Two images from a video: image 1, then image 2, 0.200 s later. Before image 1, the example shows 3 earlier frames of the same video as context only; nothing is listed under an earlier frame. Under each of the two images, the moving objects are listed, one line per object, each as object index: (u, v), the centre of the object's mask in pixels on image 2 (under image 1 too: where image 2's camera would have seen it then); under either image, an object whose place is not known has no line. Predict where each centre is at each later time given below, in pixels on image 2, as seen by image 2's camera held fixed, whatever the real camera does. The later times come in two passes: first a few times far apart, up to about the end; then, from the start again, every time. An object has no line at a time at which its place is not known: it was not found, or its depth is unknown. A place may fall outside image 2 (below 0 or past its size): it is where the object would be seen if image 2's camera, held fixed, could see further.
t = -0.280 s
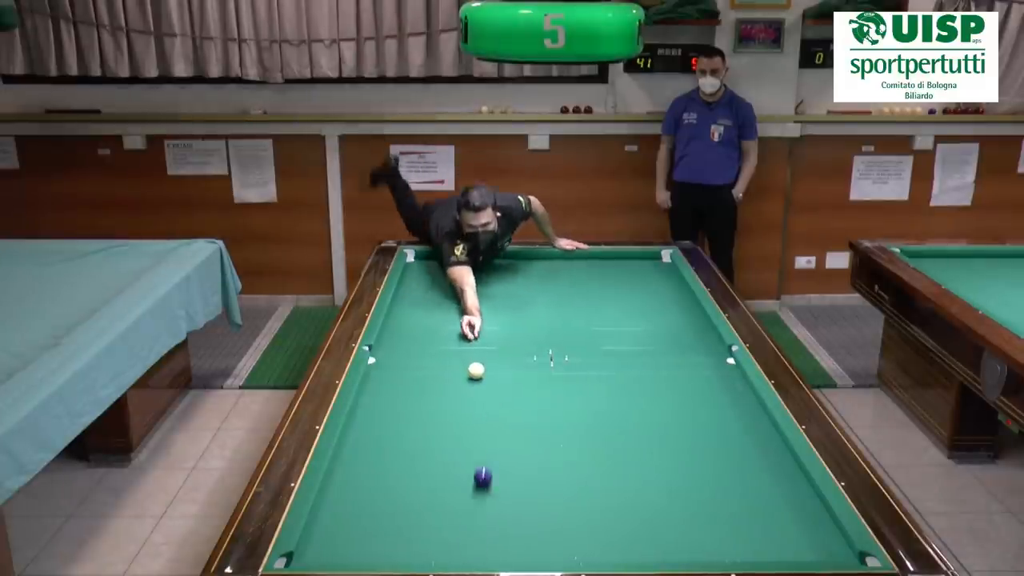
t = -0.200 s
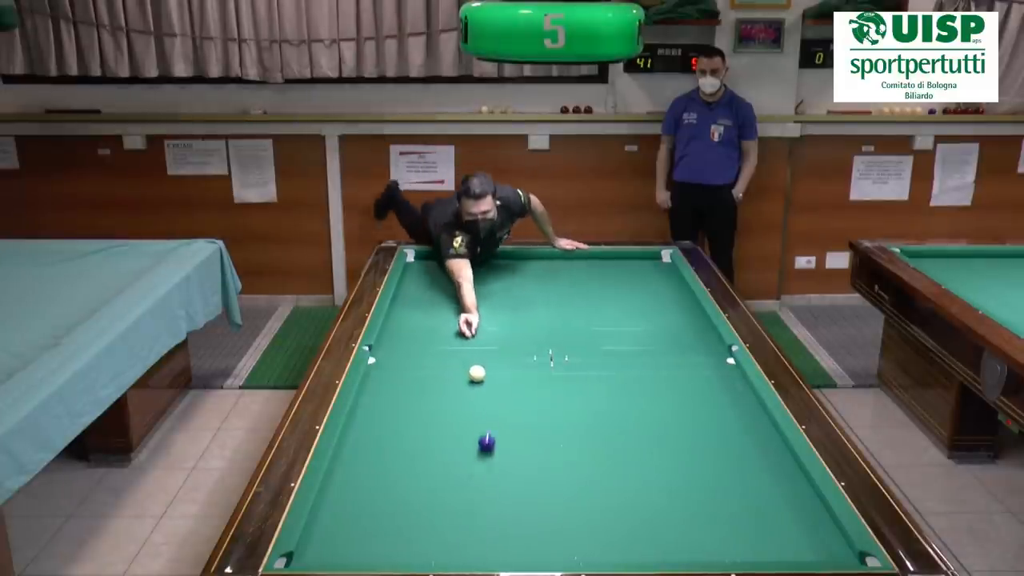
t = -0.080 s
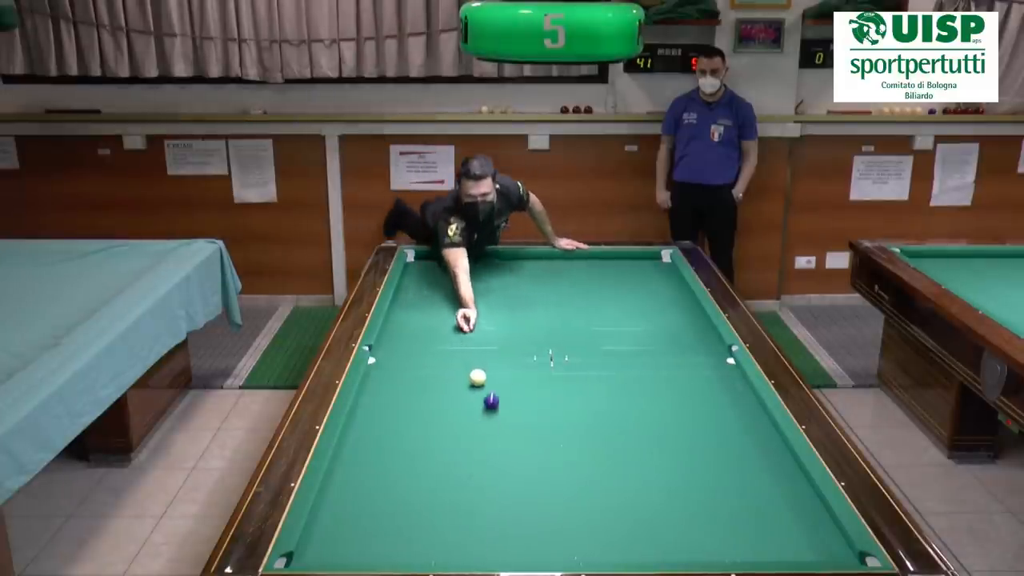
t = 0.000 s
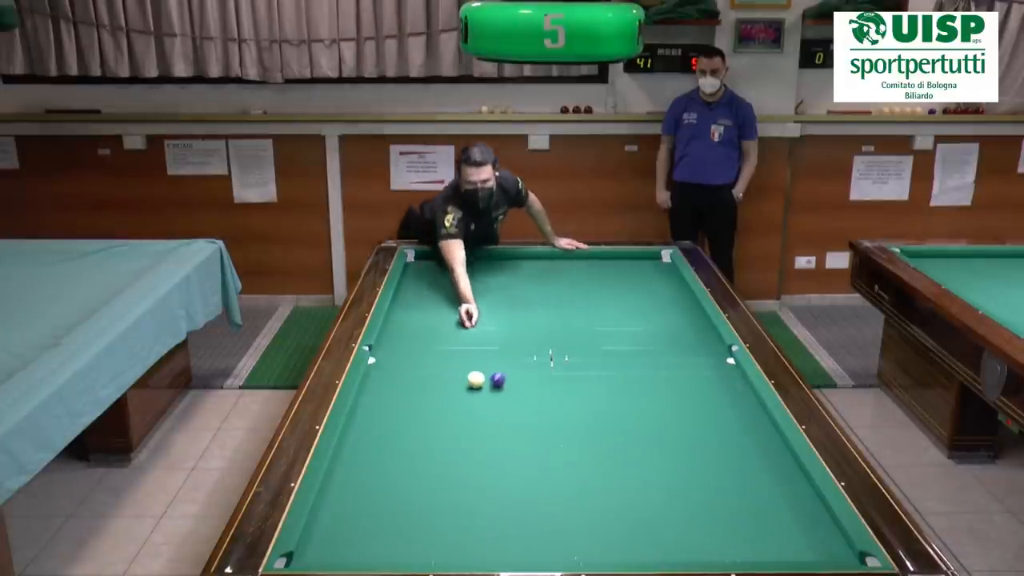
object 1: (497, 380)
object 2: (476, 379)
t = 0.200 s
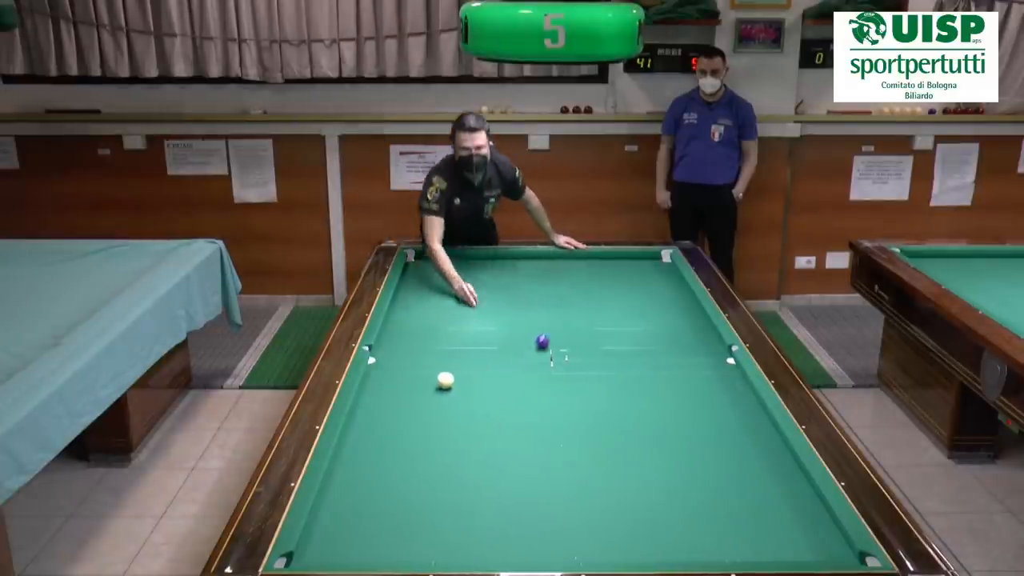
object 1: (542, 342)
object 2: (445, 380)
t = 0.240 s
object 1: (549, 335)
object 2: (440, 380)
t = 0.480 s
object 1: (584, 299)
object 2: (408, 382)
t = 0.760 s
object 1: (617, 266)
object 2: (372, 384)
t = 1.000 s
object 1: (645, 268)
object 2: (384, 383)
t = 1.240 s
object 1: (679, 286)
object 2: (400, 382)
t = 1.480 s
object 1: (677, 301)
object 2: (415, 382)
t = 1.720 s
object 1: (672, 318)
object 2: (429, 381)
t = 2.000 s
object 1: (666, 340)
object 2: (446, 380)
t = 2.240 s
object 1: (660, 361)
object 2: (459, 380)
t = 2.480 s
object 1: (653, 385)
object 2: (471, 379)
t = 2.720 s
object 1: (645, 411)
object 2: (483, 378)
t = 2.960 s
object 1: (636, 441)
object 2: (493, 378)
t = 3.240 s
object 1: (623, 480)
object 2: (505, 378)
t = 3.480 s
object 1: (611, 519)
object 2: (514, 377)
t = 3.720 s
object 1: (596, 557)
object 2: (523, 377)
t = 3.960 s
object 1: (560, 534)
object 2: (531, 376)
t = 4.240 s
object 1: (524, 503)
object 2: (539, 375)
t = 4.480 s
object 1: (497, 480)
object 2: (546, 375)
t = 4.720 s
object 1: (473, 460)
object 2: (551, 374)
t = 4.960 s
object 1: (451, 441)
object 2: (556, 374)
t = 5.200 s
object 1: (432, 424)
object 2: (560, 374)
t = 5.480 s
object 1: (411, 406)
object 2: (565, 373)
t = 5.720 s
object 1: (396, 392)
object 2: (568, 373)
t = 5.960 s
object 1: (381, 379)
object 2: (570, 373)
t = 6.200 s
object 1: (376, 368)
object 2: (571, 373)
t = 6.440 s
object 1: (387, 358)
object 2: (572, 373)
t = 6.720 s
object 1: (398, 349)
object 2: (572, 373)
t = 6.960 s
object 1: (408, 341)
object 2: (572, 373)
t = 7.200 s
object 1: (416, 334)
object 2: (572, 373)
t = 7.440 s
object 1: (424, 327)
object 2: (573, 373)
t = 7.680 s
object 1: (431, 321)
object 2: (572, 373)
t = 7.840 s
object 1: (436, 317)
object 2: (572, 373)
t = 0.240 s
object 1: (549, 335)
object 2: (440, 380)
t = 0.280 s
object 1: (555, 328)
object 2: (435, 381)
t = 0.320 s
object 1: (562, 322)
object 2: (429, 381)
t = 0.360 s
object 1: (568, 316)
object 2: (424, 381)
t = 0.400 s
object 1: (574, 310)
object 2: (419, 381)
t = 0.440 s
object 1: (579, 304)
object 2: (413, 382)
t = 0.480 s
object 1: (584, 299)
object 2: (408, 382)
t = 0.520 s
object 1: (590, 294)
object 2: (403, 382)
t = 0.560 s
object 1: (595, 288)
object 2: (398, 382)
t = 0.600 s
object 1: (599, 283)
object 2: (392, 383)
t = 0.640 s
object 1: (603, 279)
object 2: (387, 383)
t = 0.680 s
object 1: (608, 275)
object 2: (382, 383)
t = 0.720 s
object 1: (612, 270)
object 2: (377, 383)
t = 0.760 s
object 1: (617, 266)
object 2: (372, 384)
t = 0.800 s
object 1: (620, 261)
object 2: (368, 384)
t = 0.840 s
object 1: (624, 258)
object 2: (372, 384)
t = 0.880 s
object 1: (629, 258)
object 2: (375, 384)
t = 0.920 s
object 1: (634, 261)
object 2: (378, 383)
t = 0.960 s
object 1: (640, 264)
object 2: (381, 383)
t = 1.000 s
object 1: (645, 268)
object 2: (384, 383)
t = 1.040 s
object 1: (651, 271)
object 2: (386, 383)
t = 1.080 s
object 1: (656, 274)
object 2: (389, 383)
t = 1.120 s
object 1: (662, 277)
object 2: (392, 383)
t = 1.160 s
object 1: (667, 280)
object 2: (394, 382)
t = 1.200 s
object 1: (673, 282)
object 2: (397, 382)
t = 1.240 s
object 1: (679, 286)
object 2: (400, 382)
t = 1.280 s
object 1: (683, 289)
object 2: (402, 382)
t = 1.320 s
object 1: (682, 291)
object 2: (405, 382)
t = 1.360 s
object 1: (680, 293)
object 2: (407, 382)
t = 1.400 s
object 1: (679, 296)
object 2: (410, 382)
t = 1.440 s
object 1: (678, 298)
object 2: (412, 382)
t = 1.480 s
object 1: (677, 301)
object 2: (415, 382)
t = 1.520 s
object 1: (676, 304)
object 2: (417, 381)
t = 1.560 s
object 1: (676, 306)
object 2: (420, 381)
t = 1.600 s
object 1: (675, 309)
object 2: (422, 381)
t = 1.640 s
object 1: (674, 312)
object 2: (425, 381)
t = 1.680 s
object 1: (673, 315)
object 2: (427, 381)
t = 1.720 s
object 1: (672, 318)
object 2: (429, 381)
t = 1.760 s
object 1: (671, 321)
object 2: (432, 381)
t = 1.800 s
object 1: (670, 324)
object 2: (434, 381)
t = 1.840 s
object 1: (670, 327)
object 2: (436, 381)
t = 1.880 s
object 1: (668, 330)
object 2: (439, 381)
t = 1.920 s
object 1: (668, 334)
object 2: (441, 381)
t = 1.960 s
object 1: (666, 337)
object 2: (443, 380)
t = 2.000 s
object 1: (666, 340)
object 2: (446, 380)
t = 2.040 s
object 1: (665, 343)
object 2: (448, 380)
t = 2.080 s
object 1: (664, 347)
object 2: (450, 380)
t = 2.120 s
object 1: (663, 350)
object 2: (452, 380)
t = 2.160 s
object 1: (661, 354)
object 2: (454, 380)
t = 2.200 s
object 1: (660, 358)
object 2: (457, 380)
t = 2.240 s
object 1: (660, 361)
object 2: (459, 380)
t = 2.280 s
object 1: (658, 365)
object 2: (461, 380)
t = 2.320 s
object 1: (657, 369)
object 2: (463, 379)
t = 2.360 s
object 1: (656, 373)
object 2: (465, 379)
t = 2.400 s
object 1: (655, 377)
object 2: (467, 379)
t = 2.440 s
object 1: (654, 381)
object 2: (469, 379)
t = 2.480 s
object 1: (653, 385)
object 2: (471, 379)
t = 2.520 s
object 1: (651, 389)
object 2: (473, 379)
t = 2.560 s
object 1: (650, 393)
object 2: (475, 379)
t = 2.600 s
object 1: (649, 398)
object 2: (477, 379)
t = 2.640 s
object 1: (647, 402)
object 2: (479, 379)
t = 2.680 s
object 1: (646, 407)
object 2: (481, 379)
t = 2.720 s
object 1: (645, 411)
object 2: (483, 378)
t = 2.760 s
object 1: (643, 416)
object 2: (484, 378)
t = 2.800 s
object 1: (642, 421)
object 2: (486, 378)
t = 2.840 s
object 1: (640, 426)
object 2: (488, 378)
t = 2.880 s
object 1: (639, 431)
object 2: (490, 378)
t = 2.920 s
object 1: (637, 436)
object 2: (492, 378)
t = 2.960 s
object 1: (636, 441)
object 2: (493, 378)
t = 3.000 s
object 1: (634, 446)
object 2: (495, 378)
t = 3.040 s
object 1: (632, 452)
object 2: (497, 378)
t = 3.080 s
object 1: (630, 457)
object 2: (499, 378)
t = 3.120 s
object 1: (628, 463)
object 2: (500, 378)
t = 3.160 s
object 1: (627, 468)
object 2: (502, 378)
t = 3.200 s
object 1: (625, 475)
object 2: (504, 378)
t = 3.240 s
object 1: (623, 480)
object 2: (505, 378)
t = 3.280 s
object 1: (621, 487)
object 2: (507, 377)
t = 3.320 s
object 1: (619, 493)
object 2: (508, 377)
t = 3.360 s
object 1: (617, 500)
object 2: (510, 377)
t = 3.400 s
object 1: (615, 506)
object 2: (512, 377)
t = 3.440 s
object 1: (613, 512)
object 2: (513, 377)
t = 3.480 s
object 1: (611, 519)
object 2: (514, 377)
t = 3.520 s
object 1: (608, 526)
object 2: (516, 377)
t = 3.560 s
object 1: (606, 533)
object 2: (517, 377)
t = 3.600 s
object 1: (603, 541)
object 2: (519, 377)
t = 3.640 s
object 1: (601, 548)
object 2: (520, 377)
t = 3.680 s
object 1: (598, 553)
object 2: (522, 377)
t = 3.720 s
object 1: (596, 557)
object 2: (523, 377)
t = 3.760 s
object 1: (590, 555)
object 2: (524, 376)
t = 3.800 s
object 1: (583, 552)
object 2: (526, 376)
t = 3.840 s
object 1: (577, 548)
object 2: (527, 376)
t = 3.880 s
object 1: (572, 544)
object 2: (528, 376)
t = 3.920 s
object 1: (566, 538)
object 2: (530, 376)
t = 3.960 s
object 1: (560, 534)
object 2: (531, 376)
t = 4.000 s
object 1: (555, 529)
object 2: (532, 376)
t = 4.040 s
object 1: (550, 524)
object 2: (534, 376)
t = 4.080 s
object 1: (544, 520)
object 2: (535, 376)
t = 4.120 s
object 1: (539, 516)
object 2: (536, 376)
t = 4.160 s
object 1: (534, 511)
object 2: (537, 375)
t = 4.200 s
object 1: (529, 507)
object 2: (538, 376)
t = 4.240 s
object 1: (524, 503)
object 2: (539, 375)
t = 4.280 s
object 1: (520, 499)
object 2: (540, 375)
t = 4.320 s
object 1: (515, 495)
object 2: (542, 375)
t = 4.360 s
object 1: (510, 492)
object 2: (543, 375)
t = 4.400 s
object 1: (506, 488)
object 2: (544, 375)
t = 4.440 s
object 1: (502, 484)
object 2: (545, 375)
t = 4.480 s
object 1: (497, 480)
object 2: (546, 375)
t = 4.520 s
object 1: (493, 477)
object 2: (547, 375)
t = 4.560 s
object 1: (489, 473)
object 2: (547, 375)
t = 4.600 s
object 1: (485, 470)
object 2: (549, 375)
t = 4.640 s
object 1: (481, 467)
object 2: (549, 374)
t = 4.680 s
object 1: (477, 463)
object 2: (551, 375)
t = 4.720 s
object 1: (473, 460)
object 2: (551, 374)
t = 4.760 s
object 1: (469, 457)
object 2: (552, 374)
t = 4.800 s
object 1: (466, 453)
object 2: (553, 374)
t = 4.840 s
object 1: (462, 450)
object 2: (554, 374)
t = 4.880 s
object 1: (458, 447)
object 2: (555, 374)
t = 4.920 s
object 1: (455, 444)
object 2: (555, 374)
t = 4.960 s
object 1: (451, 441)
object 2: (556, 374)
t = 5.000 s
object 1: (448, 438)
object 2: (557, 374)
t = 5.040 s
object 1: (445, 435)
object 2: (557, 374)
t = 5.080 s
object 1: (441, 432)
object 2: (558, 374)
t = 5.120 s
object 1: (438, 429)
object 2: (559, 374)
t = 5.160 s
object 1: (435, 427)
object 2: (559, 374)
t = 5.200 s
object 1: (432, 424)
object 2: (560, 374)
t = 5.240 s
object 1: (429, 421)
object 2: (561, 374)
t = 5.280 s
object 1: (426, 418)
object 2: (561, 374)
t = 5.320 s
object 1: (423, 416)
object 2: (563, 374)
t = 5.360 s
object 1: (420, 413)
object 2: (563, 374)
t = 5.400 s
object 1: (417, 411)
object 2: (564, 374)
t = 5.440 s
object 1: (414, 408)
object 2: (564, 374)
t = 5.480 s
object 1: (411, 406)
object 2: (565, 373)
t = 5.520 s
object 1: (408, 403)
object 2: (565, 373)
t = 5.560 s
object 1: (406, 401)
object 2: (566, 373)
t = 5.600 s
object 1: (403, 398)
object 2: (567, 373)
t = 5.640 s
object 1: (401, 396)
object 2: (567, 373)
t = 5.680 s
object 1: (398, 394)
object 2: (568, 373)
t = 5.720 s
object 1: (396, 392)
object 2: (568, 373)
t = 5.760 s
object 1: (393, 389)
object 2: (568, 373)
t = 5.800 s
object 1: (391, 387)
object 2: (569, 373)
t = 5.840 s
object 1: (388, 385)
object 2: (569, 373)
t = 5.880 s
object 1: (386, 383)
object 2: (569, 373)
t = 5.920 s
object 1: (383, 381)
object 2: (570, 373)
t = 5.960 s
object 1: (381, 379)
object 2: (570, 373)
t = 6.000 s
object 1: (379, 377)
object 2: (570, 373)
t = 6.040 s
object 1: (376, 375)
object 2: (571, 373)
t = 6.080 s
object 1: (374, 373)
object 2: (571, 373)
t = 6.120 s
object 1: (372, 371)
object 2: (571, 373)
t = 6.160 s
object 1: (373, 370)
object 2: (571, 373)
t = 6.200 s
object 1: (376, 368)
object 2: (571, 373)
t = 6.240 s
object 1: (378, 367)
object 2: (572, 373)
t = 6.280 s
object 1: (379, 365)
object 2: (572, 373)
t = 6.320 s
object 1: (381, 363)
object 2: (572, 373)
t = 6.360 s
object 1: (383, 361)
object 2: (572, 373)
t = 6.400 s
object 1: (385, 360)
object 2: (572, 373)
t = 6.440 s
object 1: (387, 358)
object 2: (572, 373)
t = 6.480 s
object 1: (388, 357)
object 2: (572, 373)
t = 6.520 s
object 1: (390, 356)
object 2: (572, 373)
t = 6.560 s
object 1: (392, 354)
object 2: (572, 373)
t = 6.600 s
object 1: (394, 353)
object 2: (572, 373)
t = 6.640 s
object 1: (395, 351)
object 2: (572, 373)
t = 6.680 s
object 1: (397, 350)
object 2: (572, 373)
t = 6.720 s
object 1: (398, 349)
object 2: (572, 373)
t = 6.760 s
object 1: (400, 347)
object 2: (572, 373)
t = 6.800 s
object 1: (402, 346)
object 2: (572, 373)
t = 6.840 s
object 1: (403, 345)
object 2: (572, 373)
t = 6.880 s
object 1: (405, 343)
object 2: (572, 373)
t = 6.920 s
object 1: (406, 342)
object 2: (572, 373)
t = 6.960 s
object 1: (408, 341)
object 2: (572, 373)
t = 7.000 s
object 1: (409, 340)
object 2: (572, 373)
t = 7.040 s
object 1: (411, 338)
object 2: (572, 373)
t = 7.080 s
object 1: (412, 337)
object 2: (572, 373)
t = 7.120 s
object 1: (414, 336)
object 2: (572, 373)
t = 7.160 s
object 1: (415, 335)
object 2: (572, 373)
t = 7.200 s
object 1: (416, 334)
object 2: (572, 373)
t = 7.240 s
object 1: (418, 332)
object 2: (572, 373)
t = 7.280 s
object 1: (419, 331)
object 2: (572, 373)
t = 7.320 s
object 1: (420, 330)
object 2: (572, 373)
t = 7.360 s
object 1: (422, 329)
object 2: (572, 373)
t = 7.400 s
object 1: (423, 328)
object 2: (573, 373)
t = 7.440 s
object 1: (424, 327)
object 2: (573, 373)
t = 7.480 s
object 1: (426, 326)
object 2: (573, 373)
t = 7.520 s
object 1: (427, 325)
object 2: (572, 373)
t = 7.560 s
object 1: (428, 324)
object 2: (572, 373)
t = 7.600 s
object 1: (429, 323)
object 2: (572, 373)
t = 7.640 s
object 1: (430, 322)
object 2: (572, 373)
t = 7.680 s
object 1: (431, 321)
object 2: (572, 373)
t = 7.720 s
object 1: (433, 320)
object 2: (572, 373)
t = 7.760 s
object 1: (434, 319)
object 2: (572, 373)
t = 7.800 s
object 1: (435, 318)
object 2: (572, 373)
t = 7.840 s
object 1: (436, 317)
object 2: (572, 373)
